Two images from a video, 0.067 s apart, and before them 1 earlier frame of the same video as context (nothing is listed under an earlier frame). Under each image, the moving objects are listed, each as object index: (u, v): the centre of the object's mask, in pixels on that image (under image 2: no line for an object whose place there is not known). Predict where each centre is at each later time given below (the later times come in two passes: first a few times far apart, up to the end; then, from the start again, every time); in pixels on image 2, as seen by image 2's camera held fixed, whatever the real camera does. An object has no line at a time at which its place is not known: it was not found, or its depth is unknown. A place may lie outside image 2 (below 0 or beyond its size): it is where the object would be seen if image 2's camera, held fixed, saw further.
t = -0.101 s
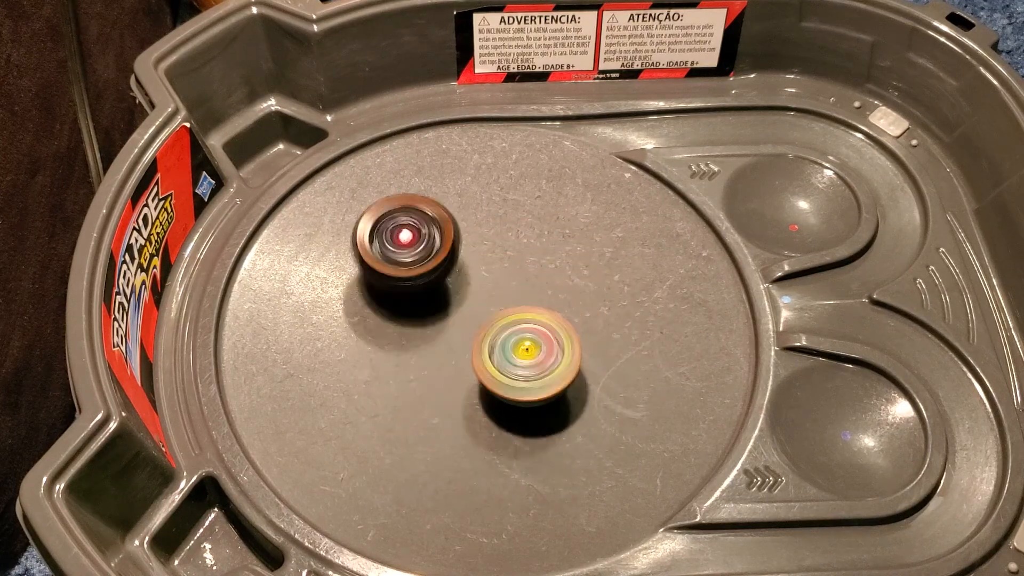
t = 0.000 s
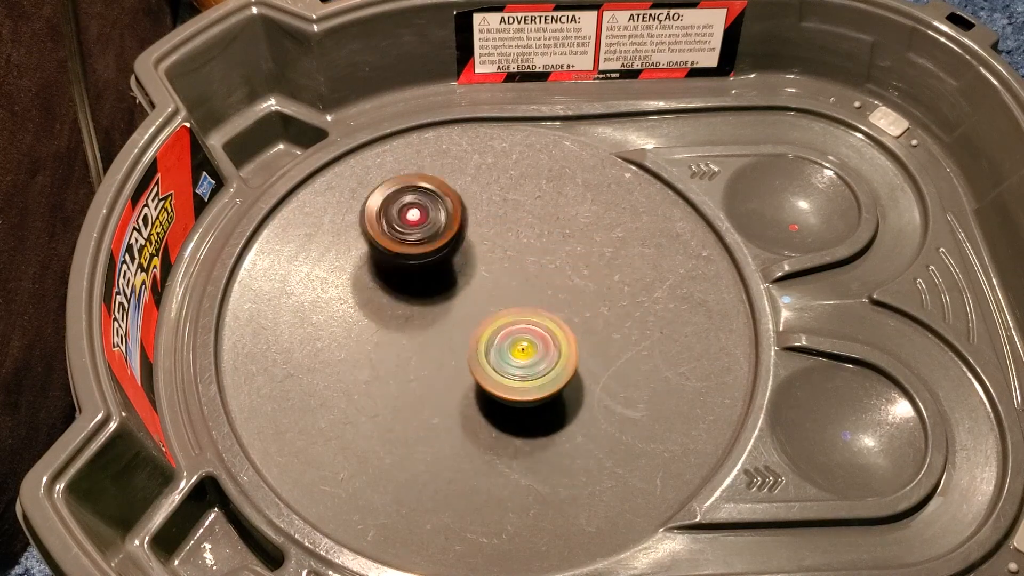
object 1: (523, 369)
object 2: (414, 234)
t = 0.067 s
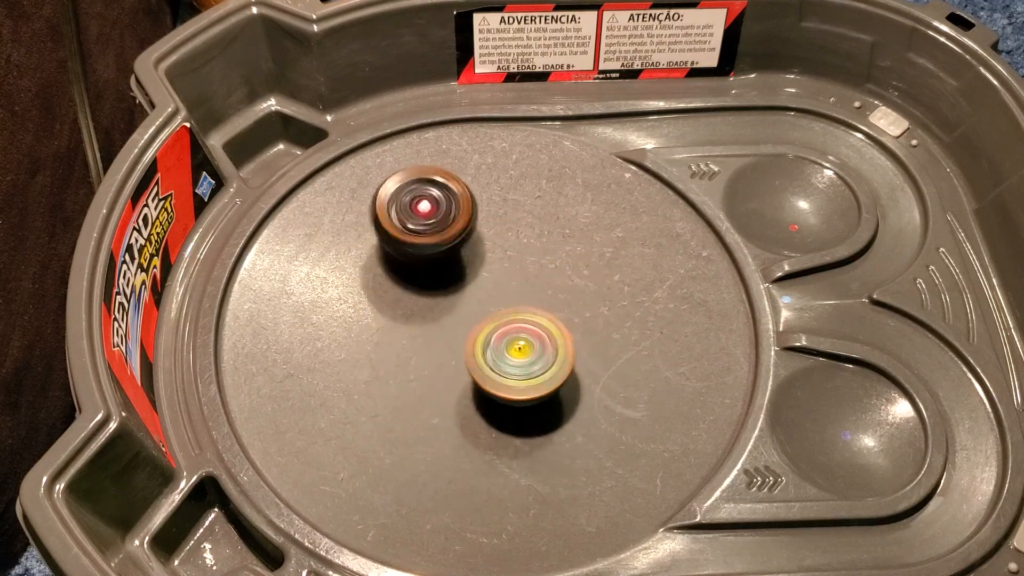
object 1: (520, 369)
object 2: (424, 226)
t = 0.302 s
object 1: (507, 356)
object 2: (477, 236)
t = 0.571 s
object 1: (500, 352)
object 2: (563, 252)
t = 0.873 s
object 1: (496, 339)
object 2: (608, 280)
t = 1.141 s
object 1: (470, 331)
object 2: (612, 327)
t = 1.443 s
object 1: (468, 315)
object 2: (567, 364)
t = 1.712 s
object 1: (475, 292)
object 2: (519, 385)
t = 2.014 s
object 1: (502, 286)
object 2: (481, 390)
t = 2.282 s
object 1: (529, 300)
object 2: (459, 384)
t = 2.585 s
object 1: (549, 327)
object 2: (442, 355)
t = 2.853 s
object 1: (546, 347)
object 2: (428, 326)
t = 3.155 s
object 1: (525, 352)
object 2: (431, 295)
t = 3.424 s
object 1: (522, 355)
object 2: (449, 266)
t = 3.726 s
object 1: (522, 356)
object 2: (479, 243)
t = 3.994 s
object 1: (512, 361)
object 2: (522, 251)
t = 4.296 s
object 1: (507, 360)
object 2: (559, 263)
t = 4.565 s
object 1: (499, 354)
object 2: (573, 277)
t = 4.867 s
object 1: (481, 345)
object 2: (582, 289)
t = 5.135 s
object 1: (460, 329)
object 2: (599, 298)
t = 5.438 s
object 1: (466, 311)
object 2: (579, 316)
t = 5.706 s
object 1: (471, 311)
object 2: (594, 337)
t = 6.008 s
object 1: (460, 310)
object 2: (581, 355)
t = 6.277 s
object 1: (457, 305)
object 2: (551, 355)
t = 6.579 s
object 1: (457, 297)
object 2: (564, 371)
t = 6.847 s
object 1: (467, 299)
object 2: (556, 359)
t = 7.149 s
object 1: (463, 299)
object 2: (559, 355)
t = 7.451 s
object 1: (462, 294)
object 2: (549, 350)
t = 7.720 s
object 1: (460, 281)
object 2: (573, 365)
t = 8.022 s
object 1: (457, 288)
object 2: (555, 357)
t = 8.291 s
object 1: (445, 293)
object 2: (548, 358)
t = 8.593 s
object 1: (443, 291)
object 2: (534, 355)
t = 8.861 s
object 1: (444, 292)
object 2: (547, 353)
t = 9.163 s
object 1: (447, 303)
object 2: (555, 339)
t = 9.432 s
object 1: (439, 304)
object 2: (558, 327)
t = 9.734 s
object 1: (423, 301)
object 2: (569, 314)
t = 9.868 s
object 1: (421, 303)
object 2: (581, 313)
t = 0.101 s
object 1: (519, 368)
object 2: (429, 225)
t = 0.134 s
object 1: (517, 367)
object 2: (435, 224)
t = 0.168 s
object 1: (515, 366)
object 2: (442, 224)
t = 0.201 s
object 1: (513, 363)
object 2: (451, 225)
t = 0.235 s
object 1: (511, 361)
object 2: (459, 228)
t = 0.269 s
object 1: (509, 359)
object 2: (468, 232)
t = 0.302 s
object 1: (507, 356)
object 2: (477, 236)
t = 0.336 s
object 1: (506, 354)
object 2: (488, 239)
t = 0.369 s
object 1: (505, 351)
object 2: (498, 242)
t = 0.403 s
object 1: (504, 348)
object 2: (509, 246)
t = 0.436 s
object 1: (503, 349)
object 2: (519, 249)
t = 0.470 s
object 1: (501, 352)
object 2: (530, 249)
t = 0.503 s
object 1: (501, 353)
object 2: (542, 251)
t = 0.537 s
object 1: (501, 353)
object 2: (554, 252)
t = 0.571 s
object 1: (500, 352)
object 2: (563, 252)
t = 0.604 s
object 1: (499, 351)
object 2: (572, 252)
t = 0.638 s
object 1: (498, 350)
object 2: (581, 254)
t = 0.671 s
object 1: (498, 349)
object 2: (589, 256)
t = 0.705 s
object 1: (498, 348)
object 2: (594, 258)
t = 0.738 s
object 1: (498, 347)
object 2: (600, 261)
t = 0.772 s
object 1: (497, 345)
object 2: (604, 265)
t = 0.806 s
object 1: (496, 343)
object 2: (605, 268)
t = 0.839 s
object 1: (496, 341)
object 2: (608, 274)
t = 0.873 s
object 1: (496, 339)
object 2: (608, 280)
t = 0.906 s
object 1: (496, 337)
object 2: (608, 287)
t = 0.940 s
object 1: (495, 335)
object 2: (605, 293)
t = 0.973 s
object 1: (497, 334)
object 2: (602, 300)
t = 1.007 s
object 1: (486, 333)
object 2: (604, 306)
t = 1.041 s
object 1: (477, 333)
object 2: (607, 311)
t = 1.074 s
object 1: (474, 332)
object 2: (610, 316)
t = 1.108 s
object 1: (472, 332)
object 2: (612, 322)
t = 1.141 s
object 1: (470, 331)
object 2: (612, 327)
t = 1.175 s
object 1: (468, 329)
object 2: (612, 332)
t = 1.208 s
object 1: (467, 327)
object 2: (611, 338)
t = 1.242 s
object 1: (465, 326)
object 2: (608, 343)
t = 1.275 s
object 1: (465, 324)
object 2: (604, 347)
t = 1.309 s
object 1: (464, 322)
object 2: (599, 352)
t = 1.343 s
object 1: (465, 321)
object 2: (591, 356)
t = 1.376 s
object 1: (466, 319)
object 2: (584, 359)
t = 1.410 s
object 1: (467, 317)
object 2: (576, 362)
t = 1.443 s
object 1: (468, 315)
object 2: (567, 364)
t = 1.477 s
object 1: (468, 313)
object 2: (558, 367)
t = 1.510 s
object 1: (466, 308)
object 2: (553, 371)
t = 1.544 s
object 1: (466, 305)
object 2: (547, 374)
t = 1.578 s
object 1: (467, 303)
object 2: (543, 379)
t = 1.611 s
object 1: (468, 300)
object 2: (536, 381)
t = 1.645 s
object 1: (469, 297)
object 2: (531, 382)
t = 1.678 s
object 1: (472, 295)
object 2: (526, 384)
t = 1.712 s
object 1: (475, 292)
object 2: (519, 385)
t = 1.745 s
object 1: (478, 290)
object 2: (514, 385)
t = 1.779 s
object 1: (480, 287)
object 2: (510, 387)
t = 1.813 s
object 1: (484, 286)
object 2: (504, 388)
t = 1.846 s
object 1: (487, 285)
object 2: (500, 388)
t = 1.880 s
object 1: (489, 283)
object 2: (495, 389)
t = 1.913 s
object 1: (493, 283)
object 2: (492, 391)
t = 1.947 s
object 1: (494, 283)
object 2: (487, 390)
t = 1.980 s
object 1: (497, 284)
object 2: (484, 392)
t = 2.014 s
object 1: (502, 286)
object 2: (481, 390)
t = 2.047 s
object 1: (503, 284)
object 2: (477, 388)
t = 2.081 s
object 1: (509, 288)
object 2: (476, 390)
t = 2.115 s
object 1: (511, 289)
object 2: (473, 389)
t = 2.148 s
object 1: (514, 291)
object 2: (467, 388)
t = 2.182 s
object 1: (517, 293)
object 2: (467, 387)
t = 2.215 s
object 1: (520, 295)
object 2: (465, 385)
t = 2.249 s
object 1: (525, 298)
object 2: (461, 384)
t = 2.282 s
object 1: (529, 300)
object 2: (459, 384)
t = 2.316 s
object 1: (532, 302)
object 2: (454, 383)
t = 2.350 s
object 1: (534, 304)
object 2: (453, 381)
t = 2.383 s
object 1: (536, 307)
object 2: (451, 379)
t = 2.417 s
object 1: (539, 310)
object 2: (450, 376)
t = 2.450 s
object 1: (541, 312)
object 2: (451, 371)
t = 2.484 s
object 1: (543, 315)
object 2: (450, 368)
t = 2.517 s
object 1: (546, 319)
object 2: (449, 364)
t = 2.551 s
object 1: (549, 324)
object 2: (445, 358)
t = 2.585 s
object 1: (549, 327)
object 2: (442, 355)
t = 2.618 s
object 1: (550, 329)
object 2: (442, 352)
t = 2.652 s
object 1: (549, 332)
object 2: (438, 348)
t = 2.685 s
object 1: (549, 335)
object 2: (436, 344)
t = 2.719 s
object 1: (548, 337)
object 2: (436, 341)
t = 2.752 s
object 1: (547, 340)
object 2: (433, 338)
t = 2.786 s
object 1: (546, 342)
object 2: (433, 334)
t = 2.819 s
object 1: (544, 344)
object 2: (432, 330)
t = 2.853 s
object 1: (546, 347)
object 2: (428, 326)
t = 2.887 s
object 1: (544, 349)
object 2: (426, 322)
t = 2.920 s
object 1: (543, 349)
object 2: (423, 317)
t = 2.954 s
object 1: (540, 351)
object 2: (422, 313)
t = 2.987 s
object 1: (539, 352)
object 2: (421, 309)
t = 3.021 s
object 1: (537, 352)
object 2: (422, 306)
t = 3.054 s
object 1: (534, 353)
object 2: (423, 303)
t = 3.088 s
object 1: (531, 353)
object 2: (425, 299)
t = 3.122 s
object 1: (528, 353)
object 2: (428, 297)
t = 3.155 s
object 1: (525, 352)
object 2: (431, 295)
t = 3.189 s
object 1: (525, 353)
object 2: (431, 291)
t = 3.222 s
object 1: (525, 354)
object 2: (433, 287)
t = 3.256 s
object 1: (524, 354)
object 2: (436, 283)
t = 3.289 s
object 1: (523, 353)
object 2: (438, 280)
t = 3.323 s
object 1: (522, 352)
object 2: (441, 276)
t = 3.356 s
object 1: (521, 351)
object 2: (445, 273)
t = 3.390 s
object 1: (519, 350)
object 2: (448, 271)
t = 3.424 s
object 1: (522, 355)
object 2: (449, 266)
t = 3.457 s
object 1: (524, 357)
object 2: (451, 261)
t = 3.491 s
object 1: (525, 358)
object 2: (454, 256)
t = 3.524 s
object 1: (526, 358)
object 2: (457, 252)
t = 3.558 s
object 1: (525, 358)
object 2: (460, 248)
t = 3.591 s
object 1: (524, 358)
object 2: (464, 245)
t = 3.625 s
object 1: (524, 358)
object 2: (467, 244)
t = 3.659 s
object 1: (524, 358)
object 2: (471, 243)
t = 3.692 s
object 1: (524, 357)
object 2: (475, 243)
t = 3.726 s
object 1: (522, 356)
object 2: (479, 243)
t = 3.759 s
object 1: (521, 355)
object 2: (483, 244)
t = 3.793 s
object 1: (521, 355)
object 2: (488, 245)
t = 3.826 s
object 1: (521, 353)
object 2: (493, 246)
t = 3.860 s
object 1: (520, 351)
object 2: (498, 247)
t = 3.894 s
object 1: (518, 353)
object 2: (503, 250)
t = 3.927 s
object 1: (516, 360)
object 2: (510, 250)
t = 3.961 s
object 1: (513, 361)
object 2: (517, 251)
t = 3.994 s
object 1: (512, 361)
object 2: (522, 251)
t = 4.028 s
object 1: (512, 362)
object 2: (528, 251)
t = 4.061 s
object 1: (513, 361)
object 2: (533, 252)
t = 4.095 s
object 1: (512, 360)
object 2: (537, 253)
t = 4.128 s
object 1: (510, 360)
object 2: (542, 255)
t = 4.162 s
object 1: (511, 360)
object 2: (545, 257)
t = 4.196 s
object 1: (511, 358)
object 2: (549, 259)
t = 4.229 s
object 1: (510, 357)
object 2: (553, 262)
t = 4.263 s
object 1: (506, 360)
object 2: (555, 262)
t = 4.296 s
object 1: (507, 360)
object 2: (559, 263)
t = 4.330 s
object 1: (505, 360)
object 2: (564, 264)
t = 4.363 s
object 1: (505, 360)
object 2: (566, 265)
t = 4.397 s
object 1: (505, 359)
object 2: (568, 267)
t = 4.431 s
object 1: (505, 358)
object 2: (571, 269)
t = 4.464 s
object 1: (504, 356)
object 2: (571, 271)
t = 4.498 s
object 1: (504, 355)
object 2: (572, 274)
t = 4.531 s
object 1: (502, 355)
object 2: (572, 275)
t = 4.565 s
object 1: (499, 354)
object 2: (573, 277)
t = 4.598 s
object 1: (497, 355)
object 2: (576, 278)
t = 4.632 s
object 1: (496, 354)
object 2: (577, 279)
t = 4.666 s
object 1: (495, 353)
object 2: (578, 281)
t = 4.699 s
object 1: (494, 352)
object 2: (578, 283)
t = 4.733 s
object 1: (492, 350)
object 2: (578, 285)
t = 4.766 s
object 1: (486, 350)
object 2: (580, 286)
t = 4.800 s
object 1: (484, 348)
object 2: (580, 286)
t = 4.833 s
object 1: (482, 346)
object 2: (584, 288)
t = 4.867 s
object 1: (481, 345)
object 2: (582, 289)
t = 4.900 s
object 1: (481, 342)
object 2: (582, 290)
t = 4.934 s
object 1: (480, 340)
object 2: (582, 294)
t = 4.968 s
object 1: (481, 339)
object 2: (578, 294)
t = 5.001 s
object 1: (471, 337)
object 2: (584, 294)
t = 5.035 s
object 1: (463, 335)
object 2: (589, 295)
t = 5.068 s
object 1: (462, 334)
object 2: (592, 294)
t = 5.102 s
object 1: (462, 332)
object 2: (596, 294)
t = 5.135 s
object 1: (460, 329)
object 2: (599, 298)
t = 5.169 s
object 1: (461, 328)
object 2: (600, 299)
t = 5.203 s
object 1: (462, 325)
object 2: (598, 298)
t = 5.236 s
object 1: (461, 323)
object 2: (597, 302)
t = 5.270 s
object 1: (463, 322)
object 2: (595, 303)
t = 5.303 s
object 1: (466, 320)
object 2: (589, 304)
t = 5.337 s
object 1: (467, 317)
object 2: (584, 307)
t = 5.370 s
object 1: (471, 317)
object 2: (579, 309)
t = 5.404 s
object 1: (468, 315)
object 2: (580, 312)
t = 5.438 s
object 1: (466, 311)
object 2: (579, 316)
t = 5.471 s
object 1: (465, 311)
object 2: (582, 319)
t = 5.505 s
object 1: (464, 310)
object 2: (587, 322)
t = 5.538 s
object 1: (465, 310)
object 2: (590, 325)
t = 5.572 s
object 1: (466, 310)
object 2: (595, 329)
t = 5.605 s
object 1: (467, 310)
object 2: (594, 330)
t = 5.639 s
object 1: (469, 311)
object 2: (596, 333)
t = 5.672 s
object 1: (470, 310)
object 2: (596, 335)
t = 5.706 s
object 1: (471, 311)
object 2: (594, 337)
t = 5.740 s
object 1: (473, 312)
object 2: (592, 340)
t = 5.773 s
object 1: (474, 312)
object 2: (588, 341)
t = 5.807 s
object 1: (475, 313)
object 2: (585, 342)
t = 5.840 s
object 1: (472, 312)
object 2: (587, 344)
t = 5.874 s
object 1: (465, 309)
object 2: (586, 346)
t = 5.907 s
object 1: (463, 309)
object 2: (586, 349)
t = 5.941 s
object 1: (463, 309)
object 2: (588, 352)
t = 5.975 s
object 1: (460, 310)
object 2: (584, 355)
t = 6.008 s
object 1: (460, 310)
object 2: (581, 355)
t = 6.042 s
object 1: (459, 310)
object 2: (577, 355)
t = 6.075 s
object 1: (460, 310)
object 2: (572, 355)
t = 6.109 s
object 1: (459, 310)
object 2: (567, 354)
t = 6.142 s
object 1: (459, 310)
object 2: (563, 354)
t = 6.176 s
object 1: (459, 310)
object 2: (556, 353)
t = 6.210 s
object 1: (458, 308)
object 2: (554, 353)
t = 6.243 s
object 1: (457, 307)
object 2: (553, 354)
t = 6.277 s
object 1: (457, 305)
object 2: (551, 355)
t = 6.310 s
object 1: (456, 305)
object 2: (550, 357)
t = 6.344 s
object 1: (457, 305)
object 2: (549, 358)
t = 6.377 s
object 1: (458, 303)
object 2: (548, 358)
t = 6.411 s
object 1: (457, 303)
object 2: (547, 359)
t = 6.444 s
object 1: (457, 302)
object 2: (547, 360)
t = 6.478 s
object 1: (455, 298)
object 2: (555, 364)
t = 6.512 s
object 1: (457, 298)
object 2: (557, 367)
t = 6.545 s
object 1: (457, 298)
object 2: (560, 369)
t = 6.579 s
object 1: (457, 297)
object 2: (564, 371)
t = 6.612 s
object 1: (459, 296)
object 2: (564, 371)
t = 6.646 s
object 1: (459, 297)
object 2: (566, 371)
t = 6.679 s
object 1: (461, 297)
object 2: (566, 370)
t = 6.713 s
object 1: (463, 297)
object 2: (565, 369)
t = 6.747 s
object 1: (464, 298)
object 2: (564, 368)
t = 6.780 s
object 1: (466, 298)
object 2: (562, 365)
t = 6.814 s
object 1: (467, 299)
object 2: (558, 362)
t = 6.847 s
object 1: (467, 299)
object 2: (556, 359)
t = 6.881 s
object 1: (467, 298)
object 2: (558, 358)
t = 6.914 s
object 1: (467, 298)
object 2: (555, 356)
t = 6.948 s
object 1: (464, 298)
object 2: (560, 358)
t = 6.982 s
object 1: (464, 297)
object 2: (563, 358)
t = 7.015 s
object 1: (464, 298)
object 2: (562, 358)
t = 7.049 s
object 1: (463, 299)
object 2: (562, 360)
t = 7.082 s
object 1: (462, 299)
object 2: (563, 358)
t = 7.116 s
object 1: (463, 299)
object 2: (562, 357)
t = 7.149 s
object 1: (463, 299)
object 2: (559, 355)
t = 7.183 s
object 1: (463, 300)
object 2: (557, 354)
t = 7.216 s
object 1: (463, 299)
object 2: (555, 352)
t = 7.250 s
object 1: (462, 298)
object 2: (556, 351)
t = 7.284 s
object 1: (463, 297)
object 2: (554, 351)
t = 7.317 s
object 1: (462, 296)
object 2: (554, 350)
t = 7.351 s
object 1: (462, 296)
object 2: (554, 351)
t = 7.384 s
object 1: (462, 295)
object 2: (552, 351)
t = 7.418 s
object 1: (462, 295)
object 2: (551, 350)
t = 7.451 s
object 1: (462, 294)
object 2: (549, 350)
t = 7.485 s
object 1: (456, 288)
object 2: (558, 354)
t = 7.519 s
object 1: (455, 284)
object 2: (561, 357)
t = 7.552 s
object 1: (455, 283)
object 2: (564, 361)
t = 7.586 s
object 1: (456, 282)
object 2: (569, 364)
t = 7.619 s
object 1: (455, 281)
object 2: (569, 364)
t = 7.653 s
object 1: (457, 280)
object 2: (569, 366)
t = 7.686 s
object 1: (458, 281)
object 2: (571, 365)
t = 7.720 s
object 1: (460, 281)
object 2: (573, 365)
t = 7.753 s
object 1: (460, 281)
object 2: (569, 363)
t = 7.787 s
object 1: (463, 283)
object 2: (566, 364)
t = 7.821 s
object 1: (465, 284)
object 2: (566, 361)
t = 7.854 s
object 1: (466, 287)
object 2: (563, 359)
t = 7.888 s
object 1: (467, 288)
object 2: (557, 355)
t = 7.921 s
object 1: (466, 291)
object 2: (552, 354)
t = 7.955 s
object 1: (464, 291)
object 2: (553, 353)
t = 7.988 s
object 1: (459, 288)
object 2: (556, 356)
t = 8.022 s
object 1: (457, 288)
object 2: (555, 357)
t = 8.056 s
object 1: (456, 289)
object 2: (557, 361)
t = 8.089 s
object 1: (454, 291)
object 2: (561, 362)
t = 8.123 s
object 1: (450, 292)
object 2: (560, 360)
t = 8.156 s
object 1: (450, 292)
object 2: (557, 361)
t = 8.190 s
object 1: (449, 292)
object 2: (555, 361)
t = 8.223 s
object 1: (447, 293)
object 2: (557, 361)
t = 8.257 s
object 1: (445, 293)
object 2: (553, 357)
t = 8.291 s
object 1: (445, 293)
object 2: (548, 358)
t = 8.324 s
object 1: (445, 294)
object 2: (545, 357)
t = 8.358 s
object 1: (444, 294)
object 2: (544, 355)
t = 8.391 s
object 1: (444, 293)
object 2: (538, 351)
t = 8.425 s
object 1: (443, 293)
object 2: (530, 349)
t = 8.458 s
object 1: (443, 292)
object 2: (528, 348)
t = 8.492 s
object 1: (441, 291)
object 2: (530, 347)
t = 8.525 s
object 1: (442, 289)
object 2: (532, 349)
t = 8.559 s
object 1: (444, 289)
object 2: (531, 352)
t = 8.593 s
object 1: (443, 291)
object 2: (534, 355)
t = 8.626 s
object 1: (443, 291)
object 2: (538, 355)
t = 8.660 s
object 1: (443, 291)
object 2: (537, 354)
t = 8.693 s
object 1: (446, 292)
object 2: (534, 354)
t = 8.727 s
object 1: (446, 294)
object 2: (534, 354)
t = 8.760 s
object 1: (448, 294)
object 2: (537, 354)
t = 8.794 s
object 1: (447, 296)
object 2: (537, 350)
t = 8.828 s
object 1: (446, 294)
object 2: (541, 352)
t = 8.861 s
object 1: (444, 292)
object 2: (547, 353)
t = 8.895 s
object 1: (447, 293)
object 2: (551, 353)
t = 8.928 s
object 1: (446, 295)
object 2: (554, 353)
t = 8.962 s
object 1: (445, 296)
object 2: (556, 352)
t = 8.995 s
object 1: (444, 297)
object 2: (558, 351)
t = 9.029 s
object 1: (446, 297)
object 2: (559, 349)
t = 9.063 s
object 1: (446, 299)
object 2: (559, 347)
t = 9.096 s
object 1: (446, 300)
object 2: (558, 345)
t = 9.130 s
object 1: (445, 302)
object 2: (557, 343)
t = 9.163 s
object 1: (447, 303)
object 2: (555, 339)
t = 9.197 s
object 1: (446, 305)
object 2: (550, 335)
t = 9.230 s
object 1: (443, 304)
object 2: (552, 334)
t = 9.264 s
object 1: (441, 303)
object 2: (555, 332)
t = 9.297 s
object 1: (444, 302)
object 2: (551, 330)
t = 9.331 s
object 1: (441, 304)
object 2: (551, 331)
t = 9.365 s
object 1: (438, 303)
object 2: (556, 331)
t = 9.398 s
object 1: (440, 304)
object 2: (556, 327)
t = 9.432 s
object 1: (439, 304)
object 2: (558, 327)
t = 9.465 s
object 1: (437, 304)
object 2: (562, 325)
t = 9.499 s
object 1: (439, 302)
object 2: (559, 322)
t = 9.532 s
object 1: (441, 303)
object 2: (555, 322)
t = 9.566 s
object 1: (442, 305)
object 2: (554, 322)
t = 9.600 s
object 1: (442, 306)
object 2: (554, 319)
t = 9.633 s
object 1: (441, 306)
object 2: (551, 317)
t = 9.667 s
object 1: (431, 315)
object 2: (559, 316)
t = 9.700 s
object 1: (422, 301)
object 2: (563, 315)
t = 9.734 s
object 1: (423, 301)
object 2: (569, 314)
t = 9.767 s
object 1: (423, 301)
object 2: (576, 314)
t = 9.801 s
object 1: (424, 303)
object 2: (578, 313)
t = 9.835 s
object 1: (420, 304)
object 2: (579, 312)
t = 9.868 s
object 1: (421, 303)
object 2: (581, 313)
